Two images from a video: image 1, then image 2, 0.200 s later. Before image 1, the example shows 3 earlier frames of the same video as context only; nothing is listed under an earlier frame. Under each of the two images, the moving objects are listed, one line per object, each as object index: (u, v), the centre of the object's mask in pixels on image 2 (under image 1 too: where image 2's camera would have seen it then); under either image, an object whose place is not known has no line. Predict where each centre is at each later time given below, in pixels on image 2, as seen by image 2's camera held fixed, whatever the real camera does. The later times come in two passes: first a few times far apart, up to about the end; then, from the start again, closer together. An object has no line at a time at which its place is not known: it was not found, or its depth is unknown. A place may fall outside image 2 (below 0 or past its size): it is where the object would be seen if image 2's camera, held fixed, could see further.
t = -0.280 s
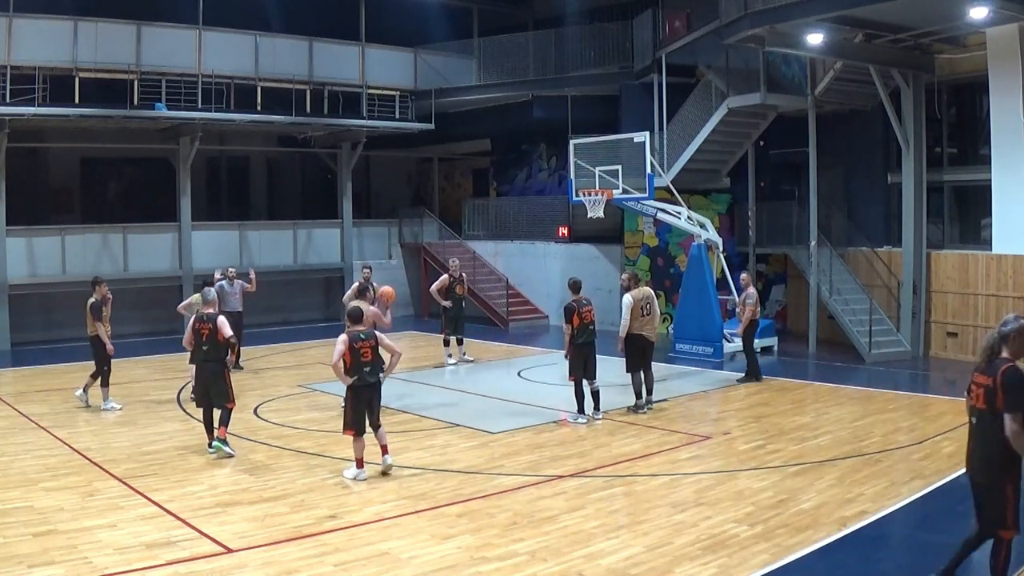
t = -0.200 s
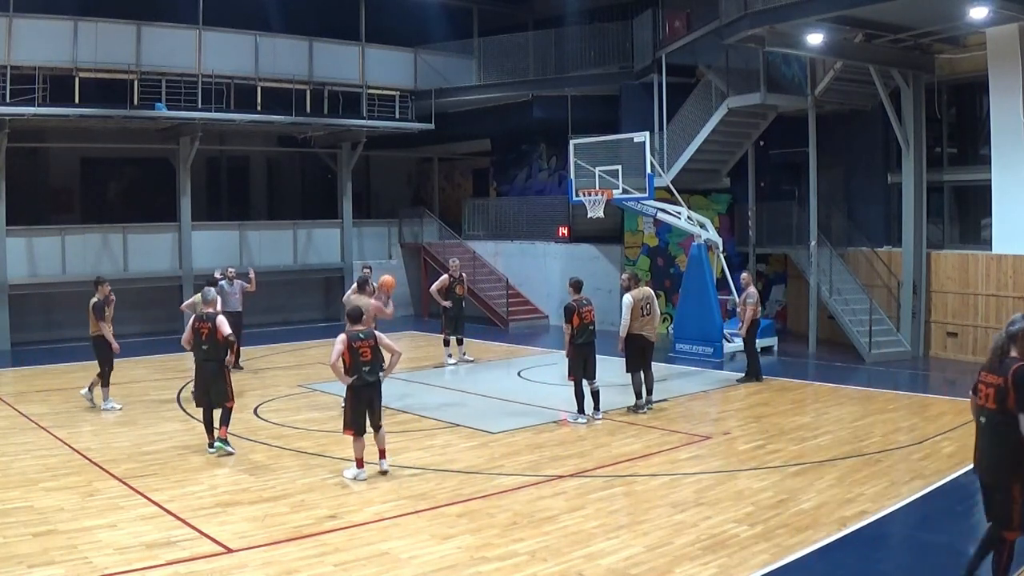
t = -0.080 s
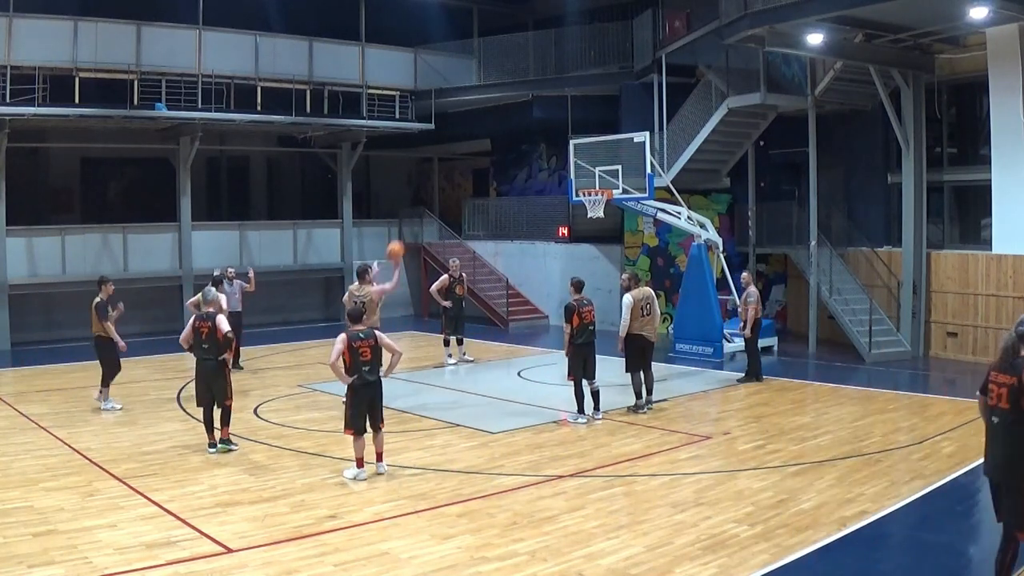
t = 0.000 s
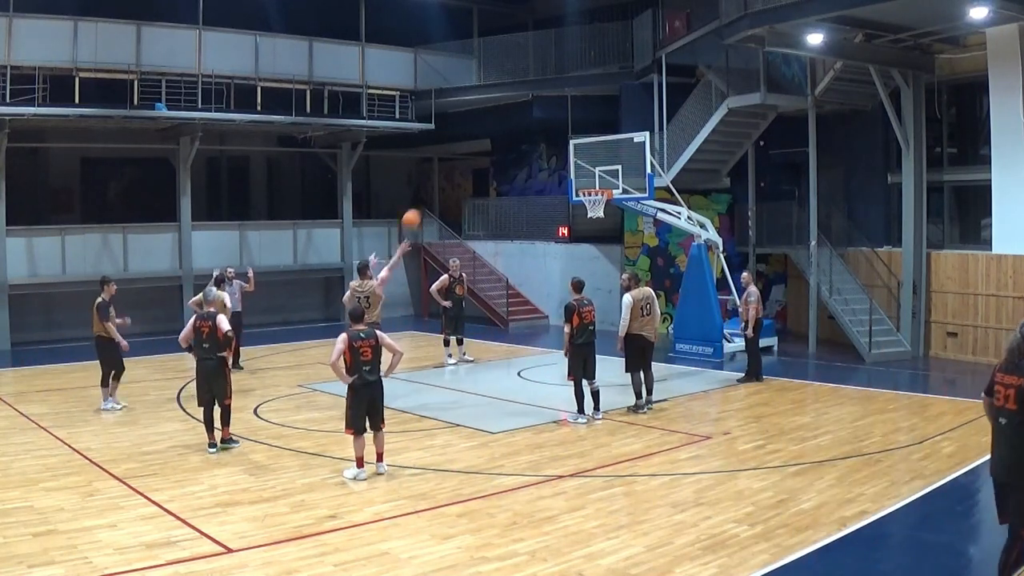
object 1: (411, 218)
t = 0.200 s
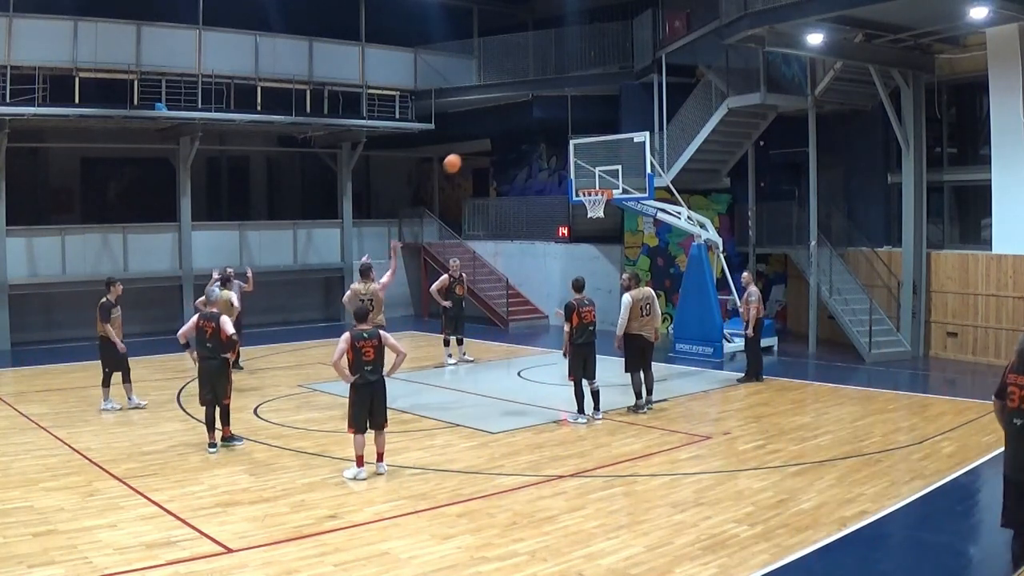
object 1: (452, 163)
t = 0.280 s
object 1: (468, 149)
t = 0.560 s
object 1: (518, 134)
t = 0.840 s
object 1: (563, 168)
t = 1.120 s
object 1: (539, 173)
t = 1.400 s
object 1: (485, 193)
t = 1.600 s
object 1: (448, 236)
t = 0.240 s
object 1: (460, 156)
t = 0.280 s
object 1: (468, 149)
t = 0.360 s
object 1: (483, 140)
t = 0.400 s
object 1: (490, 137)
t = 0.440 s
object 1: (497, 134)
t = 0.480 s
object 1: (504, 133)
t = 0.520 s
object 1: (511, 133)
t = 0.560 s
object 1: (518, 134)
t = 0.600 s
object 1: (525, 136)
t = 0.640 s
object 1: (531, 139)
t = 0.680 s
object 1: (538, 143)
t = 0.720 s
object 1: (544, 148)
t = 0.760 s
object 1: (551, 154)
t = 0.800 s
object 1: (557, 160)
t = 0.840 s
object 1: (563, 168)
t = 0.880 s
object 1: (569, 176)
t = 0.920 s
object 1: (575, 185)
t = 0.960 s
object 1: (569, 182)
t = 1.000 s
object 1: (561, 178)
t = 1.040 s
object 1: (554, 176)
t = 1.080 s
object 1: (546, 174)
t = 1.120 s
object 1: (539, 173)
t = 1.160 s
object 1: (531, 173)
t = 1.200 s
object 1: (524, 174)
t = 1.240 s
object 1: (516, 176)
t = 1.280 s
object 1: (508, 178)
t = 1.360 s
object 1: (493, 187)
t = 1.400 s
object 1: (485, 193)
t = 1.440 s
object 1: (478, 200)
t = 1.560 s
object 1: (455, 226)
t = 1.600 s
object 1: (448, 236)
